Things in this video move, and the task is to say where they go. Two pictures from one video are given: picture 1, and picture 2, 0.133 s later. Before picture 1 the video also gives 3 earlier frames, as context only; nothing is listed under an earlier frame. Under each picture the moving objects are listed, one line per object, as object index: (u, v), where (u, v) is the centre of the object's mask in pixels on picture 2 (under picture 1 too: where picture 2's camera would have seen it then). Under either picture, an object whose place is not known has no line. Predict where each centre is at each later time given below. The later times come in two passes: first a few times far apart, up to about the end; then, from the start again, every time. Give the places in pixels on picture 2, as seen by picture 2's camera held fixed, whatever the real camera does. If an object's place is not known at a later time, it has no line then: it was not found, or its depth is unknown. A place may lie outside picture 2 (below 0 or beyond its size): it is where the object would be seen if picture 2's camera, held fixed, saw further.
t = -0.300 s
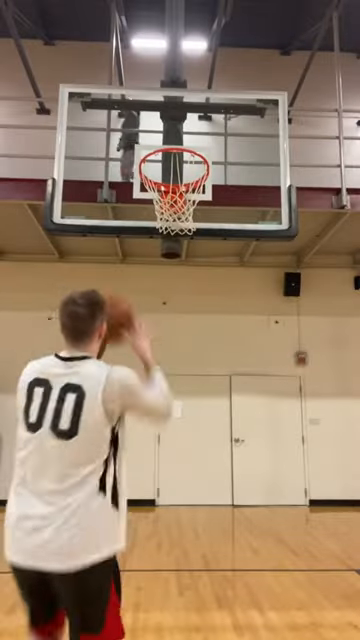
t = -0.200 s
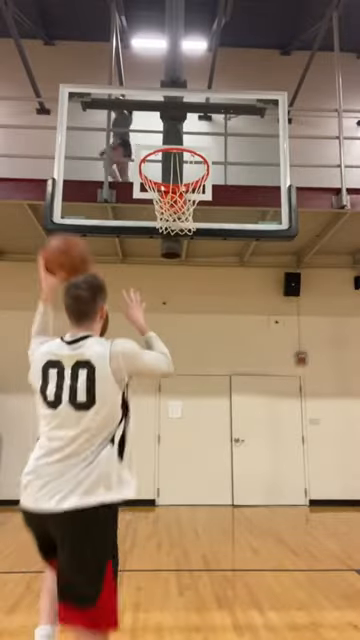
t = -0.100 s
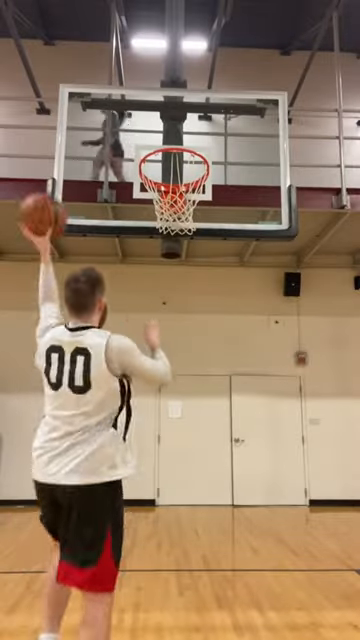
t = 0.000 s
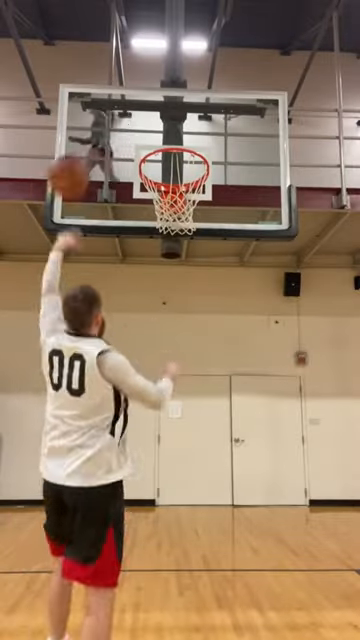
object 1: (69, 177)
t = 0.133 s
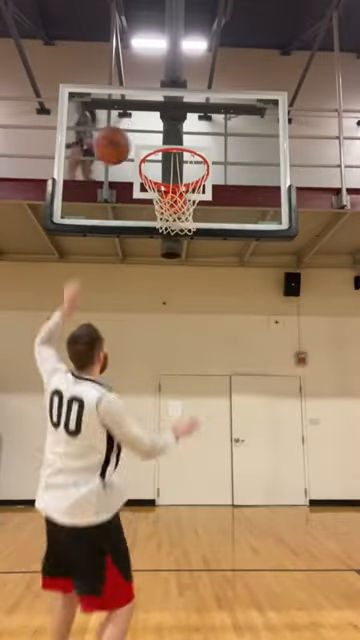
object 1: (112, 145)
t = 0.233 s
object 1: (138, 140)
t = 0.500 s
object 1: (187, 147)
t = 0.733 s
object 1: (147, 137)
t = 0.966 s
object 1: (114, 144)
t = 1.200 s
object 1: (78, 224)
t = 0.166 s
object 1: (121, 142)
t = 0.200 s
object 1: (130, 141)
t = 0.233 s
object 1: (138, 140)
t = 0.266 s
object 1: (145, 141)
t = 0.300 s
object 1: (153, 143)
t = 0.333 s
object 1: (160, 148)
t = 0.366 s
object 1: (164, 150)
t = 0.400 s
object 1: (171, 149)
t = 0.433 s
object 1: (176, 147)
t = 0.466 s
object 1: (181, 146)
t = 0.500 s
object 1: (187, 147)
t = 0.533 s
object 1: (192, 150)
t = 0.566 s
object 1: (191, 151)
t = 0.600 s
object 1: (181, 146)
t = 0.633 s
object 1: (170, 145)
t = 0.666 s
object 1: (160, 144)
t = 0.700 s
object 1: (151, 142)
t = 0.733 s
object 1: (147, 137)
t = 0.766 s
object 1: (142, 134)
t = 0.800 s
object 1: (138, 133)
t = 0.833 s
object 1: (133, 132)
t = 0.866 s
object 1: (128, 132)
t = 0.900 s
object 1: (124, 136)
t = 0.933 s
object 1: (119, 139)
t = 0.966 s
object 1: (114, 144)
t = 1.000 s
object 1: (110, 151)
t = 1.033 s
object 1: (105, 160)
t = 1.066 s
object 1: (99, 170)
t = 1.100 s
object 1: (95, 182)
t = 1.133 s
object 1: (89, 193)
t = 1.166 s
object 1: (84, 206)
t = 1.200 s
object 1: (78, 224)
